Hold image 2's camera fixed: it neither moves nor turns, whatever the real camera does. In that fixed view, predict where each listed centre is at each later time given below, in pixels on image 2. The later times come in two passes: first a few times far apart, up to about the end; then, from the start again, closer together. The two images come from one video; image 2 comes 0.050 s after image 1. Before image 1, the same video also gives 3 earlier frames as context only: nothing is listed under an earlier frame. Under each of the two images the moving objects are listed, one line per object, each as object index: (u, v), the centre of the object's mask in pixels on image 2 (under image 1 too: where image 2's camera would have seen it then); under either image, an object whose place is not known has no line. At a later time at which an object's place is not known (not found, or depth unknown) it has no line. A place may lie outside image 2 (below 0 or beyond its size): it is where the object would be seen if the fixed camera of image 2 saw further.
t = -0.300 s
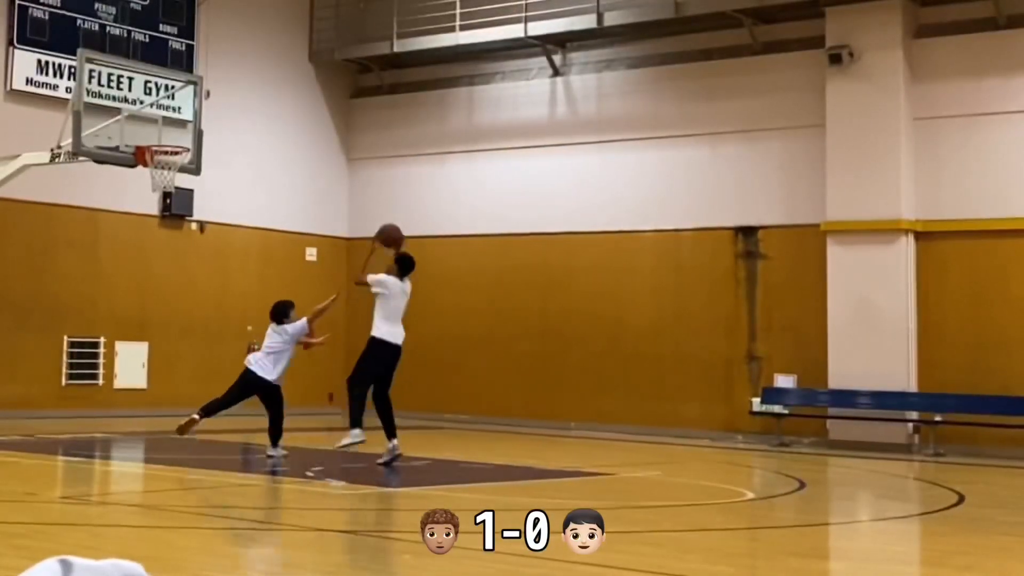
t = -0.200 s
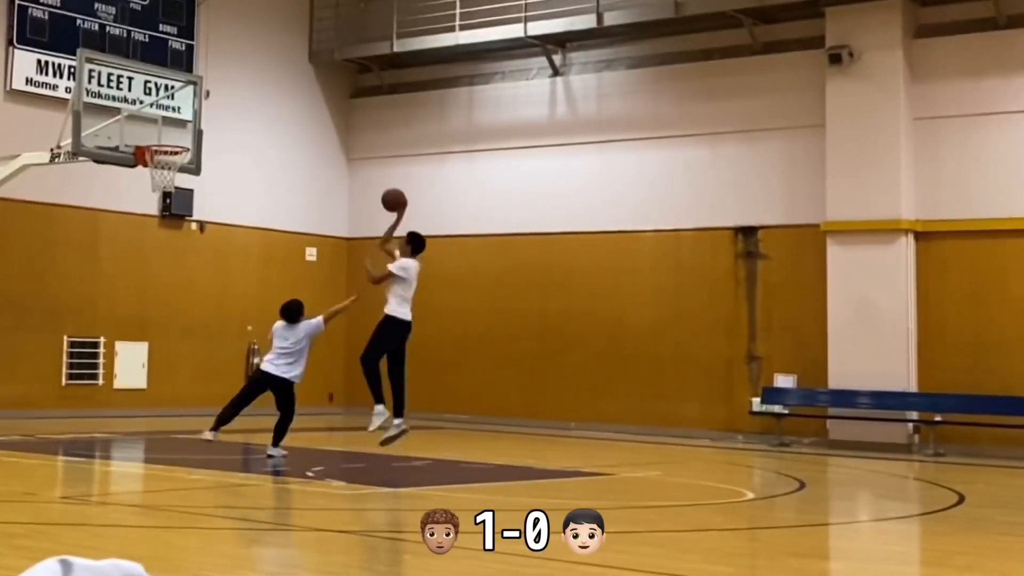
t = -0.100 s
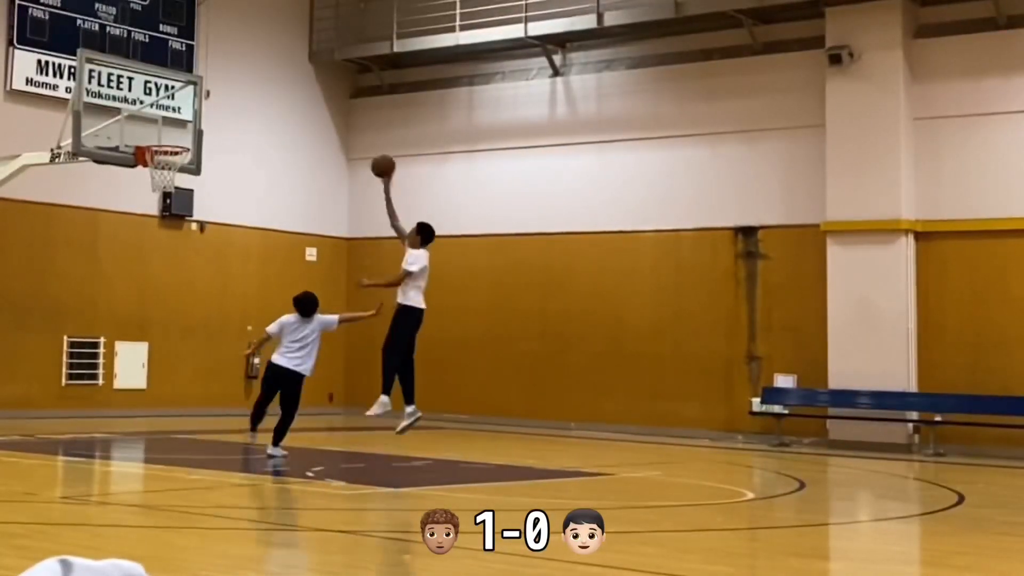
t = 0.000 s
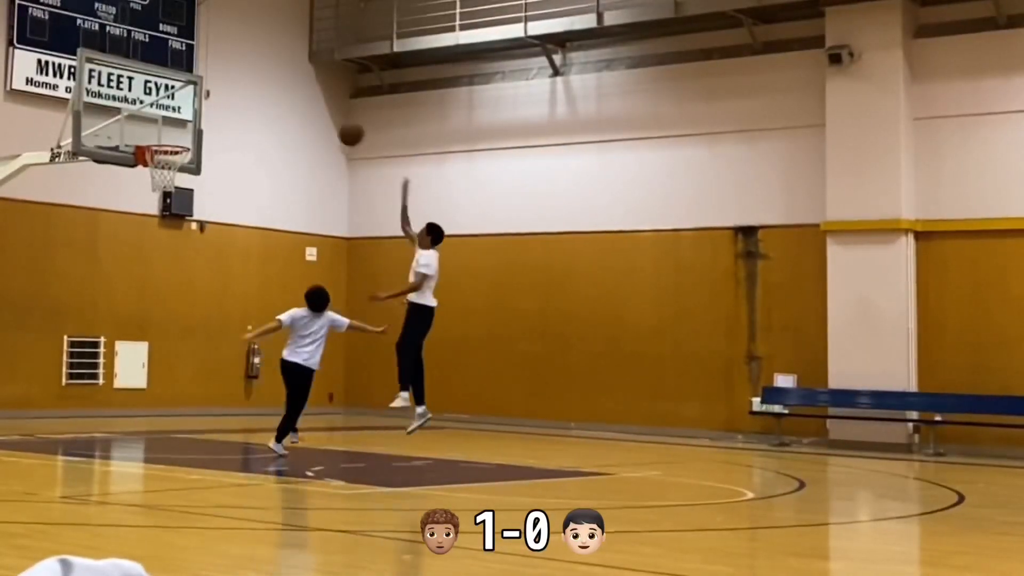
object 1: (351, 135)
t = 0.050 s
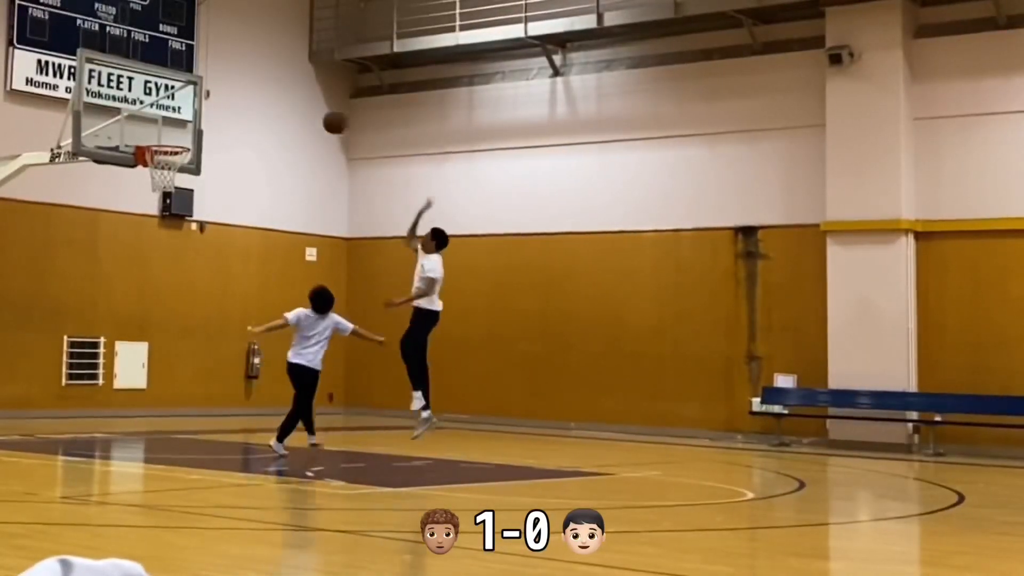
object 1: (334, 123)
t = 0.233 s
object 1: (277, 99)
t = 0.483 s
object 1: (200, 119)
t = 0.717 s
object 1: (173, 129)
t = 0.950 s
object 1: (171, 158)
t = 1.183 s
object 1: (165, 244)
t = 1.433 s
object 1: (158, 410)
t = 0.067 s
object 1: (329, 119)
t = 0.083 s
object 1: (324, 115)
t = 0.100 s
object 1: (319, 112)
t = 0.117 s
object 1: (314, 110)
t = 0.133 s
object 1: (308, 107)
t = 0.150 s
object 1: (303, 105)
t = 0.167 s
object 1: (298, 103)
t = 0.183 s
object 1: (293, 102)
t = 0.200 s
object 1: (288, 100)
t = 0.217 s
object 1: (282, 99)
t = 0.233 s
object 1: (277, 99)
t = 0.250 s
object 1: (272, 98)
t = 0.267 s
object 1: (267, 98)
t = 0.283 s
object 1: (262, 98)
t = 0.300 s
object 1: (257, 98)
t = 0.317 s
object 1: (251, 99)
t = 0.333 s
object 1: (246, 99)
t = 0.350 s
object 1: (241, 101)
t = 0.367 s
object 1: (236, 102)
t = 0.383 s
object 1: (230, 104)
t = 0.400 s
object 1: (226, 105)
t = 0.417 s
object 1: (221, 107)
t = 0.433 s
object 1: (215, 110)
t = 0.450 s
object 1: (210, 113)
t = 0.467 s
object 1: (205, 116)
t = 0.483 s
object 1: (200, 119)
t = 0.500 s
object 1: (195, 122)
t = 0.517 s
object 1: (190, 126)
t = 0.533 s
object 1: (185, 130)
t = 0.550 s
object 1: (179, 135)
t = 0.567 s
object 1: (175, 137)
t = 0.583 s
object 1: (174, 137)
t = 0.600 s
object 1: (174, 136)
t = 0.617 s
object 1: (174, 135)
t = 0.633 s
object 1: (174, 132)
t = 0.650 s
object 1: (174, 131)
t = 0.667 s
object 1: (174, 130)
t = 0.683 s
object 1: (174, 130)
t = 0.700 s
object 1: (174, 130)
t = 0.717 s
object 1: (173, 129)
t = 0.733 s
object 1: (173, 129)
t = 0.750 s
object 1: (173, 130)
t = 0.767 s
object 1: (173, 130)
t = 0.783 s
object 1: (173, 131)
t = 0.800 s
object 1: (173, 133)
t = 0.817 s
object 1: (172, 134)
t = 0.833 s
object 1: (172, 137)
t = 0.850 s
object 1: (172, 139)
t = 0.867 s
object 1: (172, 141)
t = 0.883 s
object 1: (172, 144)
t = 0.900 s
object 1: (171, 147)
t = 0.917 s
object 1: (171, 150)
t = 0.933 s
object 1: (171, 154)
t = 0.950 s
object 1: (171, 158)
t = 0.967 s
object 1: (170, 162)
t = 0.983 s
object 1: (169, 166)
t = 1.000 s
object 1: (169, 172)
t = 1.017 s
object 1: (169, 176)
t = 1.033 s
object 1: (169, 182)
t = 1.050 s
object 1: (168, 188)
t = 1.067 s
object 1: (168, 193)
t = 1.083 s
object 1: (167, 200)
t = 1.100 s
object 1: (168, 206)
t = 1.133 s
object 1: (167, 221)
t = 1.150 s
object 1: (167, 229)
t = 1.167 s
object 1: (165, 238)
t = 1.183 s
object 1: (165, 244)
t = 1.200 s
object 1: (165, 253)
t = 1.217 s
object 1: (164, 262)
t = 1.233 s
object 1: (164, 271)
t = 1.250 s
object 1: (163, 281)
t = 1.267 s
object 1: (163, 291)
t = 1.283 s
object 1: (162, 301)
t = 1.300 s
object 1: (162, 313)
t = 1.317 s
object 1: (161, 323)
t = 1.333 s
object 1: (161, 334)
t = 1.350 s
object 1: (160, 346)
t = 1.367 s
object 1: (160, 358)
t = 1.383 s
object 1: (160, 371)
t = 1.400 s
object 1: (159, 384)
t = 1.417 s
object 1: (158, 396)
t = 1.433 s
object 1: (158, 410)
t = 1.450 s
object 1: (158, 424)
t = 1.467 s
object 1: (157, 438)
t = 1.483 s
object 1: (157, 451)
